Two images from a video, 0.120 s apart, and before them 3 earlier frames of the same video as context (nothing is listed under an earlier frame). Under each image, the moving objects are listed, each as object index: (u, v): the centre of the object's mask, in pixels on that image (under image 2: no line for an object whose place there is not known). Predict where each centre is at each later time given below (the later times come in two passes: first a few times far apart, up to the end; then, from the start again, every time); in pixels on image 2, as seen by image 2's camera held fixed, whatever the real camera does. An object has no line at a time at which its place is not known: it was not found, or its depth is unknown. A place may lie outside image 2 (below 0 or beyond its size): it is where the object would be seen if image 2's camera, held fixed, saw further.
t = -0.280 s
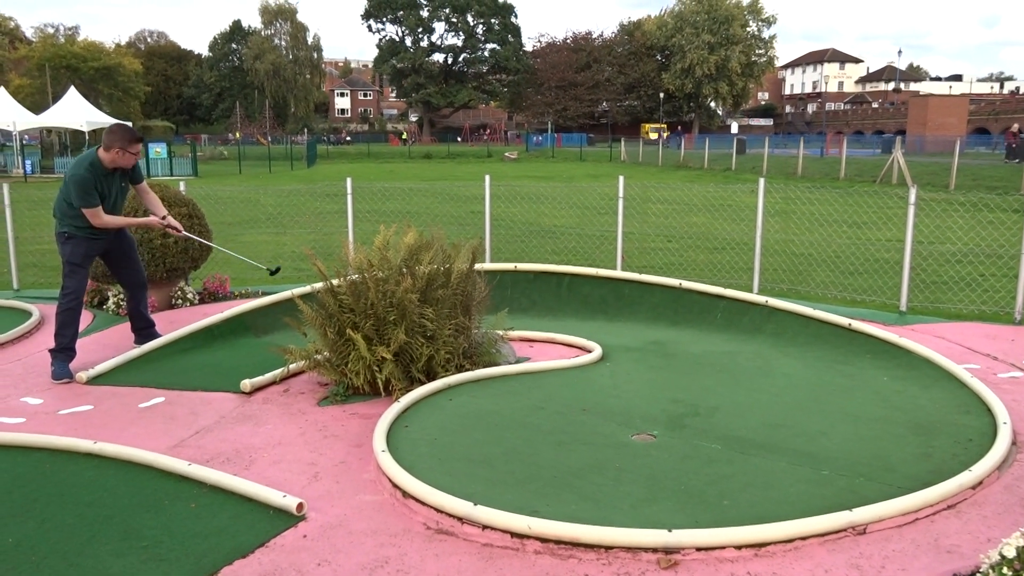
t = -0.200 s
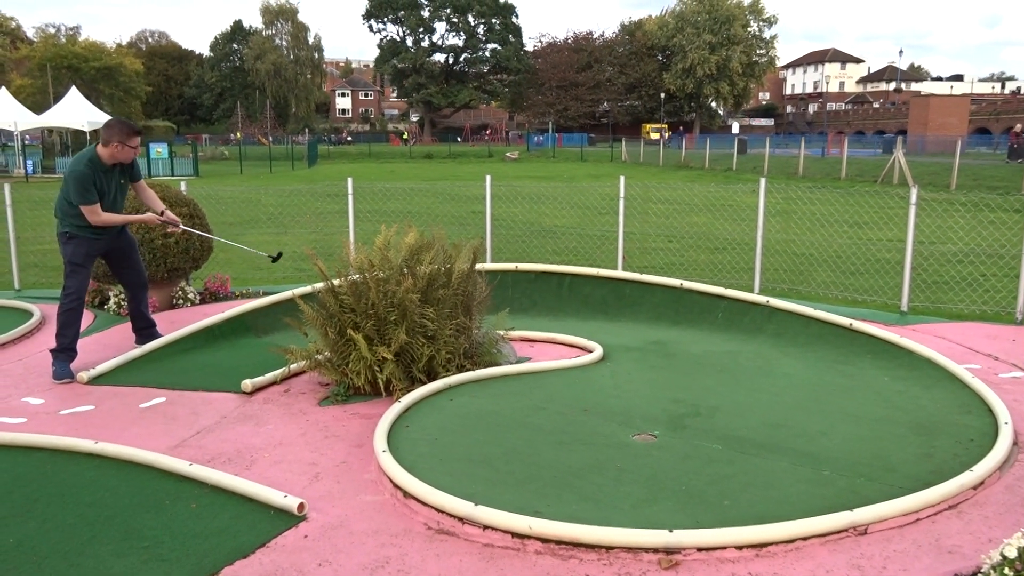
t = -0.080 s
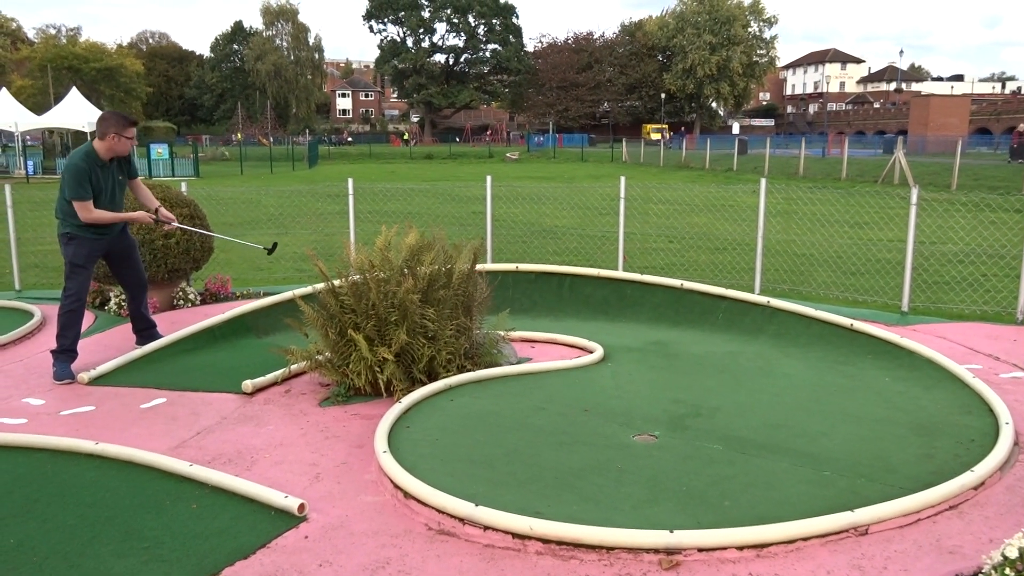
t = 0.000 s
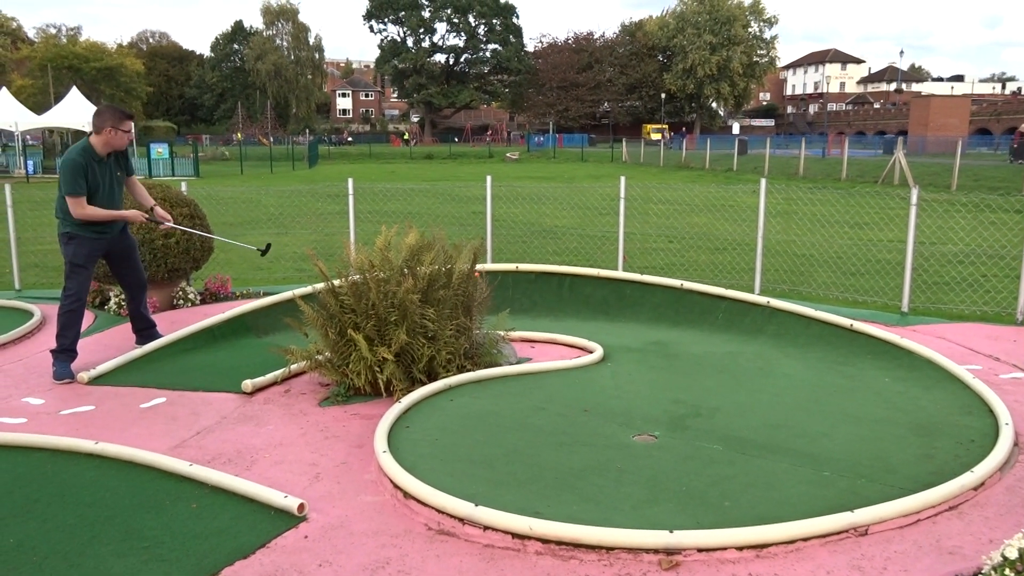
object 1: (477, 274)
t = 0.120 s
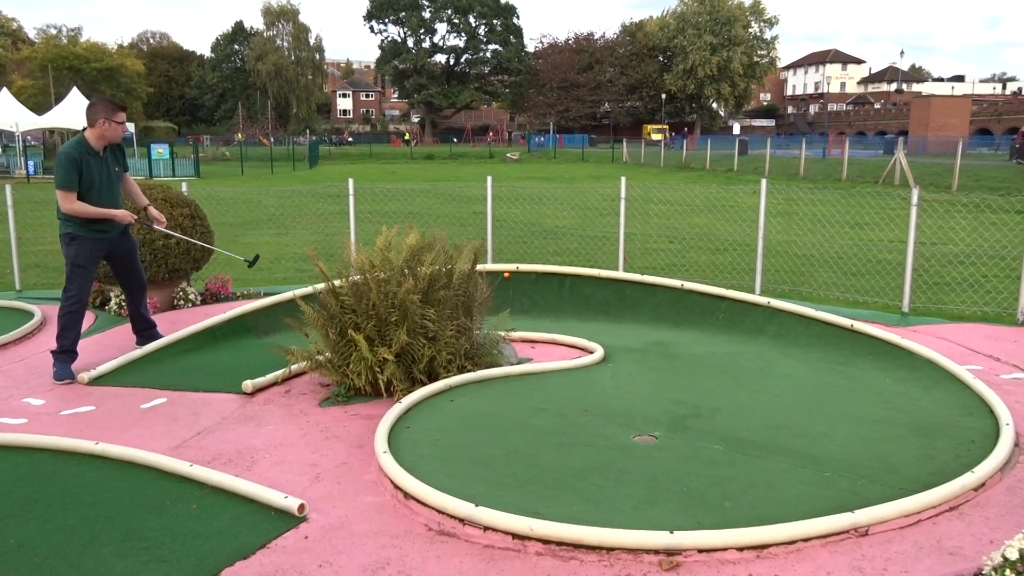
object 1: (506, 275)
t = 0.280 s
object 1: (543, 295)
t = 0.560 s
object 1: (601, 323)
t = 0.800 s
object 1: (654, 334)
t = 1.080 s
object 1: (719, 349)
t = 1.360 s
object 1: (787, 365)
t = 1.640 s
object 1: (862, 382)
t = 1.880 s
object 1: (926, 395)
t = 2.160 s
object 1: (986, 410)
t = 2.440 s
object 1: (963, 427)
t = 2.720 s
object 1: (928, 443)
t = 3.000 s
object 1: (883, 453)
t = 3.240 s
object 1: (843, 462)
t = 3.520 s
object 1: (793, 472)
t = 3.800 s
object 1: (742, 480)
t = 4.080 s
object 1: (690, 486)
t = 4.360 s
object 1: (639, 492)
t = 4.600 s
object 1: (601, 495)
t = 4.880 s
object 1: (568, 498)
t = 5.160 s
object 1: (542, 499)
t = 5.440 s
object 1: (528, 499)
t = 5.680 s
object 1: (526, 499)
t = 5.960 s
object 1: (528, 498)
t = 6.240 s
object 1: (532, 498)
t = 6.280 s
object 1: (533, 499)
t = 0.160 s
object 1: (515, 277)
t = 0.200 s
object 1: (525, 281)
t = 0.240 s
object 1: (533, 287)
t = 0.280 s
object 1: (543, 295)
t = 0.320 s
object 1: (551, 300)
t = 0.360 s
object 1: (560, 307)
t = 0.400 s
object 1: (568, 312)
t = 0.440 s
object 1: (577, 316)
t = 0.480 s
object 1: (585, 319)
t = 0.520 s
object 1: (593, 321)
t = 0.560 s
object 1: (601, 323)
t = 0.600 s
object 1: (610, 325)
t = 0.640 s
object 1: (619, 327)
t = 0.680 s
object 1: (627, 329)
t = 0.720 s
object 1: (636, 331)
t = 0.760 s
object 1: (645, 333)
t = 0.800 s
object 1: (654, 334)
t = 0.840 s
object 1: (663, 336)
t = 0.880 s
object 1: (672, 339)
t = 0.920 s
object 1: (681, 341)
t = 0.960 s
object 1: (690, 343)
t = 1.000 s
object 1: (699, 345)
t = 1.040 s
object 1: (709, 347)
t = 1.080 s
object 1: (719, 349)
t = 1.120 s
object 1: (728, 351)
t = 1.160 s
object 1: (737, 354)
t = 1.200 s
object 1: (747, 356)
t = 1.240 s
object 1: (757, 358)
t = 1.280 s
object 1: (767, 361)
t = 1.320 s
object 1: (777, 362)
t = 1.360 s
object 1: (787, 365)
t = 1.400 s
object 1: (797, 367)
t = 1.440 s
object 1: (808, 370)
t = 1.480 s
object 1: (819, 372)
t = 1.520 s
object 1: (829, 375)
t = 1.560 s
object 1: (840, 377)
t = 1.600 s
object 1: (851, 380)
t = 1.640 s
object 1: (862, 382)
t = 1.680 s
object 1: (872, 384)
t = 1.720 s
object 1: (884, 386)
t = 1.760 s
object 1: (894, 389)
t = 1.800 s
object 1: (905, 391)
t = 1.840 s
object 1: (916, 393)
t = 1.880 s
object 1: (926, 395)
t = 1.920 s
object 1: (937, 397)
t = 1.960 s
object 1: (947, 399)
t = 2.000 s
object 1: (956, 401)
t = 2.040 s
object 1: (967, 403)
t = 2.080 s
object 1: (976, 405)
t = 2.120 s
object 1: (985, 407)
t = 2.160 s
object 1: (986, 410)
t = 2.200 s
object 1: (983, 413)
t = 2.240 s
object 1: (980, 415)
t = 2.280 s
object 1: (978, 418)
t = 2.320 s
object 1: (974, 420)
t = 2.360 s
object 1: (971, 422)
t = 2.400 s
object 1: (968, 425)
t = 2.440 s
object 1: (963, 427)
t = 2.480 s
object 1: (959, 429)
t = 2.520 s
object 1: (955, 432)
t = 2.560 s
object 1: (950, 434)
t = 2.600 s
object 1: (945, 437)
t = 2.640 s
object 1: (940, 439)
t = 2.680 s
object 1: (934, 441)
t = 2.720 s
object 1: (928, 443)
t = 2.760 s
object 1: (921, 444)
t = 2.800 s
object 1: (915, 446)
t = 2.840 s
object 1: (909, 448)
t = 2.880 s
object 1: (902, 449)
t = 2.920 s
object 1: (896, 450)
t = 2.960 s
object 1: (890, 452)
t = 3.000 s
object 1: (883, 453)
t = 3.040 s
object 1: (877, 455)
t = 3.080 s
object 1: (870, 457)
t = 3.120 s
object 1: (863, 458)
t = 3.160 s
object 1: (856, 460)
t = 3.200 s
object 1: (849, 461)
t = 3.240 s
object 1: (843, 462)
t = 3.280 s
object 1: (836, 464)
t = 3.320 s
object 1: (828, 465)
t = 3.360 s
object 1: (821, 466)
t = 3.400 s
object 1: (814, 468)
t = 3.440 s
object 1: (807, 469)
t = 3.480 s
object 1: (800, 470)
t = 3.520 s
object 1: (793, 472)
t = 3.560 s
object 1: (786, 473)
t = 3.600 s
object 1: (779, 474)
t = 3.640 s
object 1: (771, 475)
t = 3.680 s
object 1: (764, 477)
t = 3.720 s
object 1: (757, 478)
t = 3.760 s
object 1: (750, 479)
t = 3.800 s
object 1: (742, 480)
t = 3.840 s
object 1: (735, 481)
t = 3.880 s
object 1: (727, 482)
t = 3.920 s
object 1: (720, 483)
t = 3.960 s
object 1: (712, 484)
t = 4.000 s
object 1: (705, 484)
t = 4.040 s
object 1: (697, 485)
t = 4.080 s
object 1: (690, 486)
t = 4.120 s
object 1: (682, 487)
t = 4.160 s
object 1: (675, 488)
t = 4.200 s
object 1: (667, 489)
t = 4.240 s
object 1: (660, 490)
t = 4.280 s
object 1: (653, 491)
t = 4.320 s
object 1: (646, 491)
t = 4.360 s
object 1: (639, 492)
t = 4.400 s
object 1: (632, 493)
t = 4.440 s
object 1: (625, 493)
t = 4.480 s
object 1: (619, 494)
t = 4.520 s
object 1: (613, 494)
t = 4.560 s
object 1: (607, 495)
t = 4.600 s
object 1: (601, 495)
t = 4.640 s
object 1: (596, 495)
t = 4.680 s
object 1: (590, 496)
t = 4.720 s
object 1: (586, 496)
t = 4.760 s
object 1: (581, 496)
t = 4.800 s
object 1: (576, 497)
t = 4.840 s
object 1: (572, 497)
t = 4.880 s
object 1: (568, 498)
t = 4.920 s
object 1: (563, 498)
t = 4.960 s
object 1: (559, 498)
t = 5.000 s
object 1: (555, 499)
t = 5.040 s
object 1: (552, 499)
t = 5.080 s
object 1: (548, 499)
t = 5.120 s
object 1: (545, 499)
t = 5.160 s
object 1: (542, 499)
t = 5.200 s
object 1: (539, 499)
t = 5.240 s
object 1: (537, 499)
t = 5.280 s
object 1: (535, 499)
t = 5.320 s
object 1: (533, 499)
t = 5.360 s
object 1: (531, 499)
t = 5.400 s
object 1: (530, 499)
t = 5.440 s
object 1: (528, 499)
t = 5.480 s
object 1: (527, 499)
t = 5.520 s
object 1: (527, 499)
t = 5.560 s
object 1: (526, 499)
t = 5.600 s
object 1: (526, 499)
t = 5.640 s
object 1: (526, 499)
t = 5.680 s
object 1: (526, 499)
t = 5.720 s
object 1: (526, 499)
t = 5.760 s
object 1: (526, 499)
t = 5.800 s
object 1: (526, 499)
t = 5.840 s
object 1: (527, 499)
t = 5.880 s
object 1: (527, 499)
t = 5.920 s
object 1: (527, 498)
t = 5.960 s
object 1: (528, 498)
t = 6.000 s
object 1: (529, 498)
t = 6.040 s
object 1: (529, 499)
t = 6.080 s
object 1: (530, 498)
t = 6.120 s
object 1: (530, 499)
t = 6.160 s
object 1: (531, 498)
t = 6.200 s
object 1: (532, 498)
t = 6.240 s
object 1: (532, 498)
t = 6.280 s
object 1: (533, 499)
